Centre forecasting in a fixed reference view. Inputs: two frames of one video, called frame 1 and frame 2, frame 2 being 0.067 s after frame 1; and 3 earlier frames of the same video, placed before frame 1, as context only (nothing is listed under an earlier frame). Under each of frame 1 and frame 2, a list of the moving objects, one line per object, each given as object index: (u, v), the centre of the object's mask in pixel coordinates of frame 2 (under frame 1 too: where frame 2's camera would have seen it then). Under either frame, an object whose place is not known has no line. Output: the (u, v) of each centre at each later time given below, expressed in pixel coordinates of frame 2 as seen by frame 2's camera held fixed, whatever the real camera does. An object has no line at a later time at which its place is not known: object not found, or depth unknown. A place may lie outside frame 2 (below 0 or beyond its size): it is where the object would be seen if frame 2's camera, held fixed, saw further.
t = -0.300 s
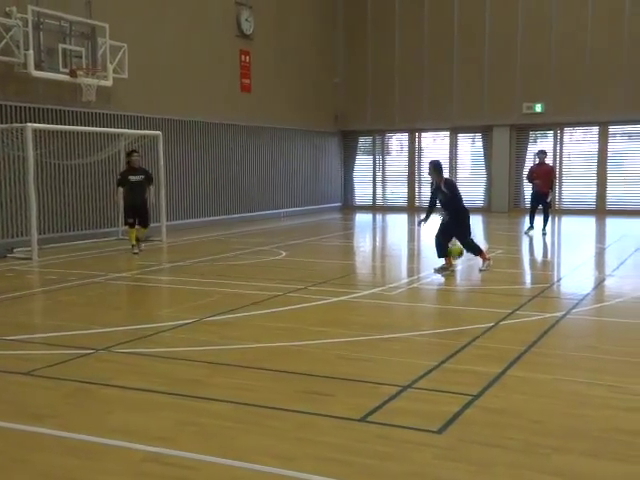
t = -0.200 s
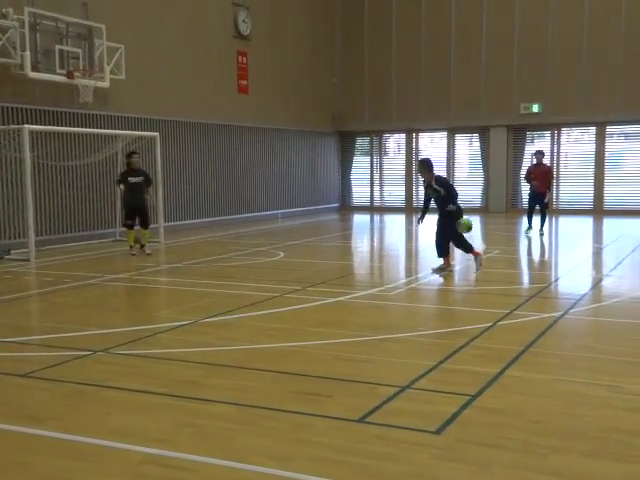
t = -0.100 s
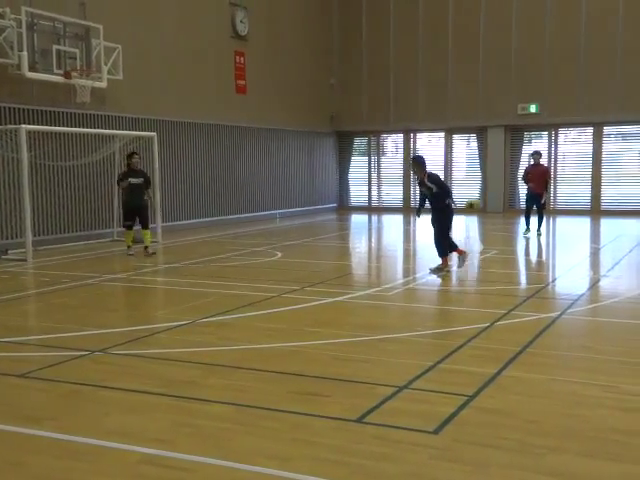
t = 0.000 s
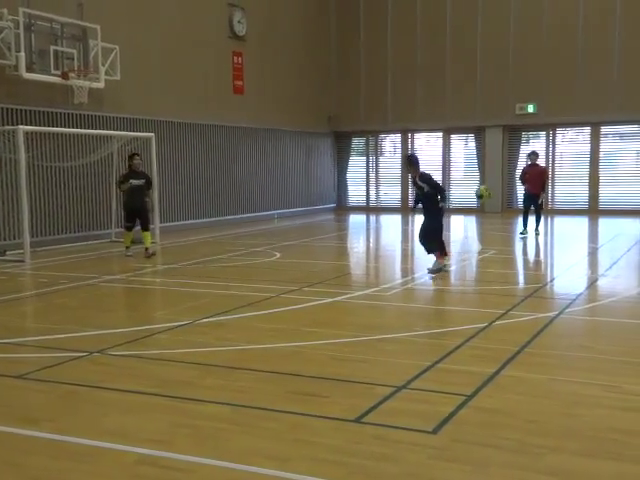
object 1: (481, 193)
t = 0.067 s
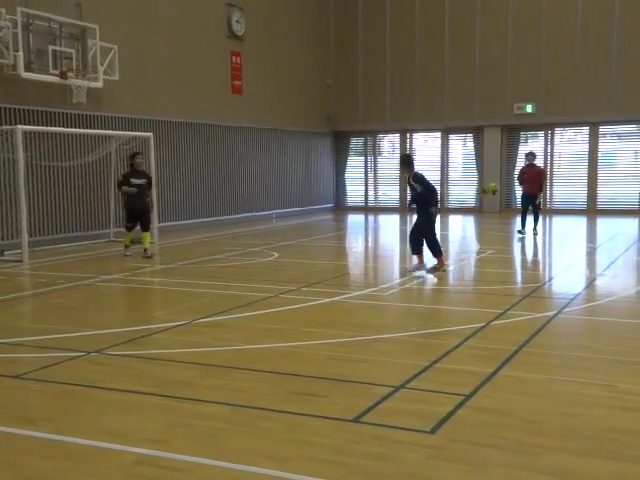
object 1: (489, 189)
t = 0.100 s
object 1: (493, 188)
